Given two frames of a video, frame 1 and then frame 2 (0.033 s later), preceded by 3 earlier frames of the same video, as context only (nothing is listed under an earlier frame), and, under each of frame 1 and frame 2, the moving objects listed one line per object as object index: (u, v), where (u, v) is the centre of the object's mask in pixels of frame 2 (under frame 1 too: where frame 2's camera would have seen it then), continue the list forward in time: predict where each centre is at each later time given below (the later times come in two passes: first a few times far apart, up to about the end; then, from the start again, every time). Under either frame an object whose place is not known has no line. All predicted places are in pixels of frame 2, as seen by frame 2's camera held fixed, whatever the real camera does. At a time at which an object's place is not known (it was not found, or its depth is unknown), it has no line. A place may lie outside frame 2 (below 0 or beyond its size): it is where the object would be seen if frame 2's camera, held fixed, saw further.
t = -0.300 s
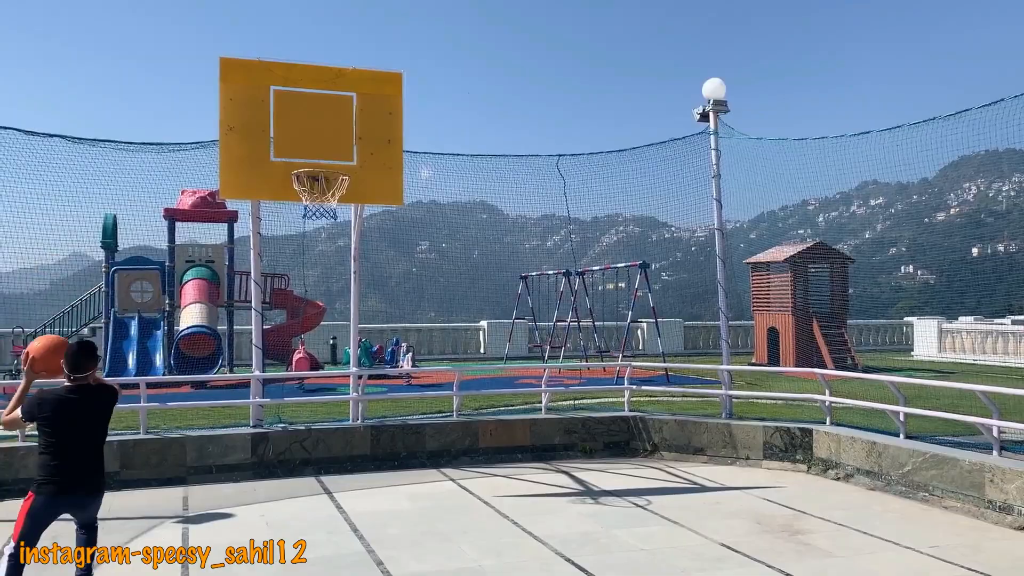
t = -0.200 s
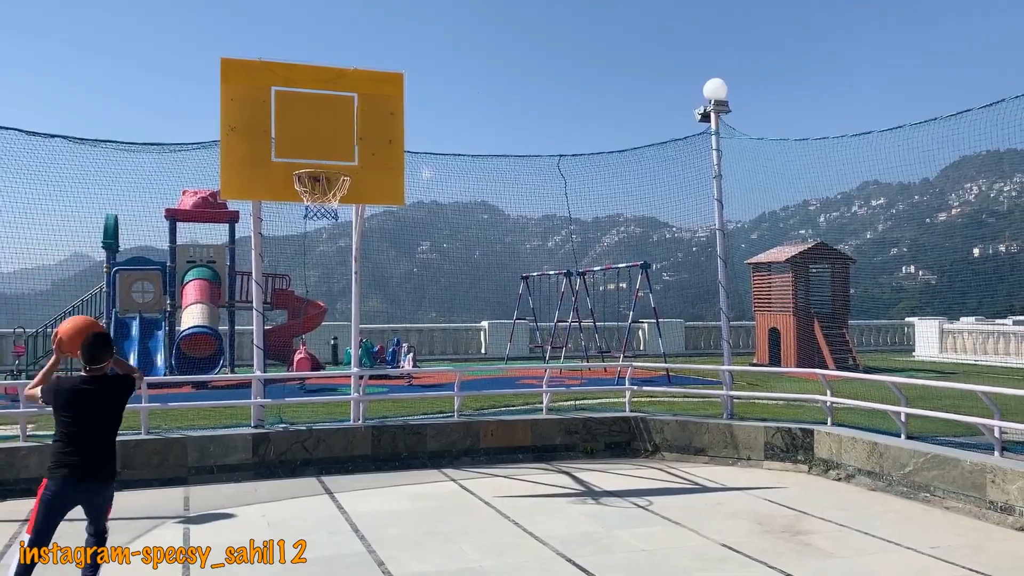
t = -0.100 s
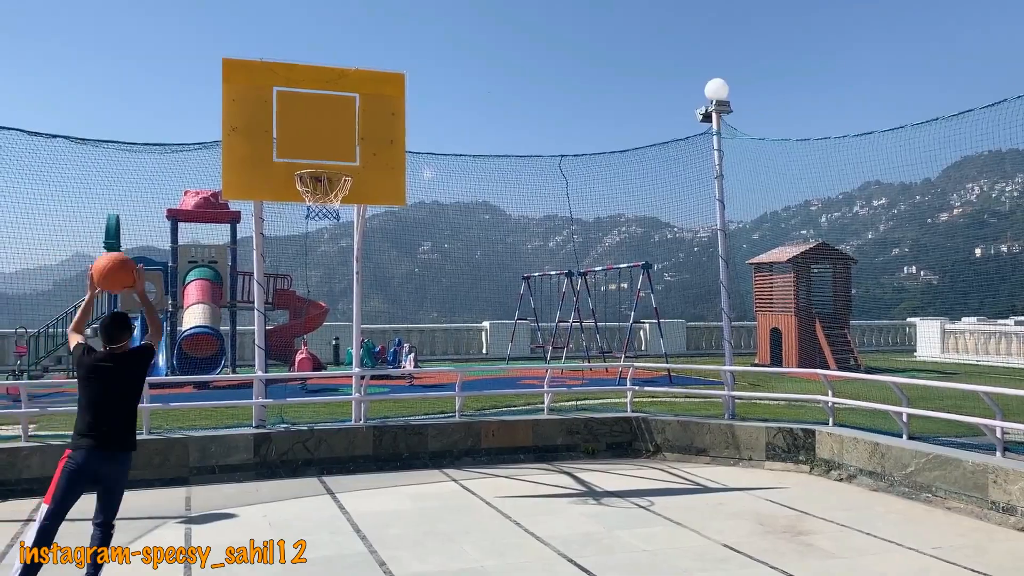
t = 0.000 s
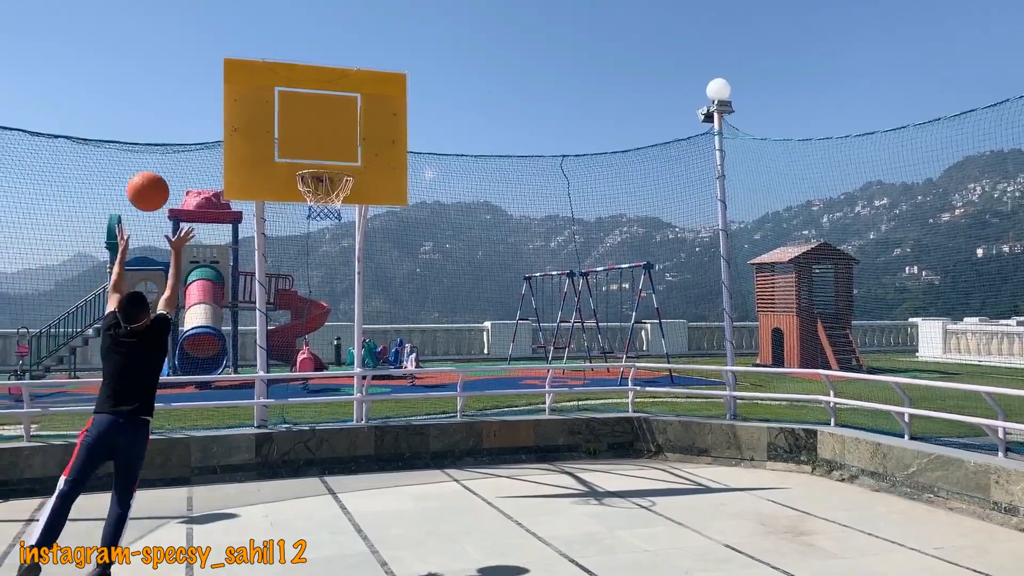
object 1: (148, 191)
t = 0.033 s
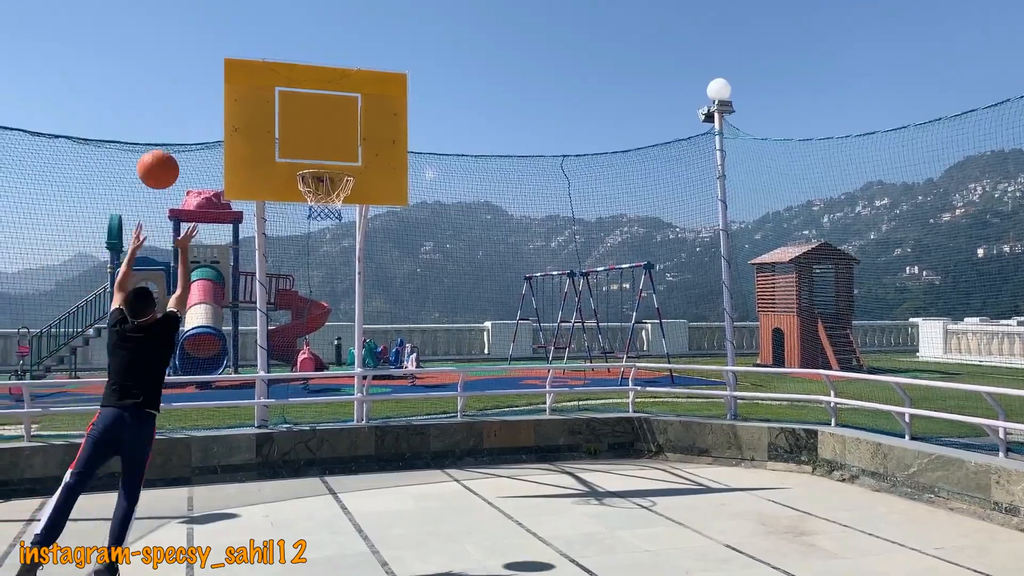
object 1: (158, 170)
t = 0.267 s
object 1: (217, 79)
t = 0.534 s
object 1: (271, 81)
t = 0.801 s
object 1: (312, 155)
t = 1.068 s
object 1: (335, 218)
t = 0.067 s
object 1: (167, 150)
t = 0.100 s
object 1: (176, 133)
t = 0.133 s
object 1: (185, 119)
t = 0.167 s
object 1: (193, 106)
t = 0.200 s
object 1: (201, 95)
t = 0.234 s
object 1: (209, 87)
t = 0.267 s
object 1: (217, 79)
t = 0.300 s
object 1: (224, 74)
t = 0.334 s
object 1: (232, 71)
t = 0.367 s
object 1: (239, 69)
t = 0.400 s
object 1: (245, 68)
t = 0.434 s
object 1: (252, 69)
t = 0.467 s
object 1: (258, 72)
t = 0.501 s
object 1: (264, 76)
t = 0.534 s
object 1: (271, 81)
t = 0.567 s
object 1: (276, 87)
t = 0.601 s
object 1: (282, 95)
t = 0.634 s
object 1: (287, 103)
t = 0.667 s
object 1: (293, 113)
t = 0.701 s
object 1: (298, 125)
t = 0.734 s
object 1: (303, 136)
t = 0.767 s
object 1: (309, 149)
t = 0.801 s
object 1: (312, 155)
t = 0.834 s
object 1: (316, 160)
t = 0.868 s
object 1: (319, 170)
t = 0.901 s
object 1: (324, 181)
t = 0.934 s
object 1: (329, 192)
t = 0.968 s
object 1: (331, 201)
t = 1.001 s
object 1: (332, 205)
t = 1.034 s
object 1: (334, 212)
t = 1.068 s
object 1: (335, 218)
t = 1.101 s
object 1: (336, 227)
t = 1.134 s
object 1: (337, 237)
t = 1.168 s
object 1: (338, 248)
